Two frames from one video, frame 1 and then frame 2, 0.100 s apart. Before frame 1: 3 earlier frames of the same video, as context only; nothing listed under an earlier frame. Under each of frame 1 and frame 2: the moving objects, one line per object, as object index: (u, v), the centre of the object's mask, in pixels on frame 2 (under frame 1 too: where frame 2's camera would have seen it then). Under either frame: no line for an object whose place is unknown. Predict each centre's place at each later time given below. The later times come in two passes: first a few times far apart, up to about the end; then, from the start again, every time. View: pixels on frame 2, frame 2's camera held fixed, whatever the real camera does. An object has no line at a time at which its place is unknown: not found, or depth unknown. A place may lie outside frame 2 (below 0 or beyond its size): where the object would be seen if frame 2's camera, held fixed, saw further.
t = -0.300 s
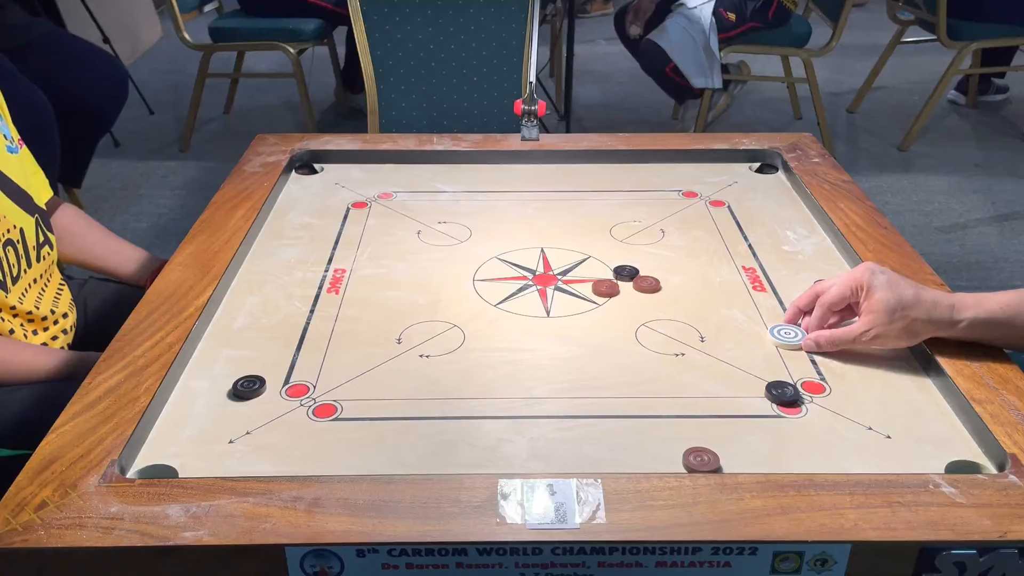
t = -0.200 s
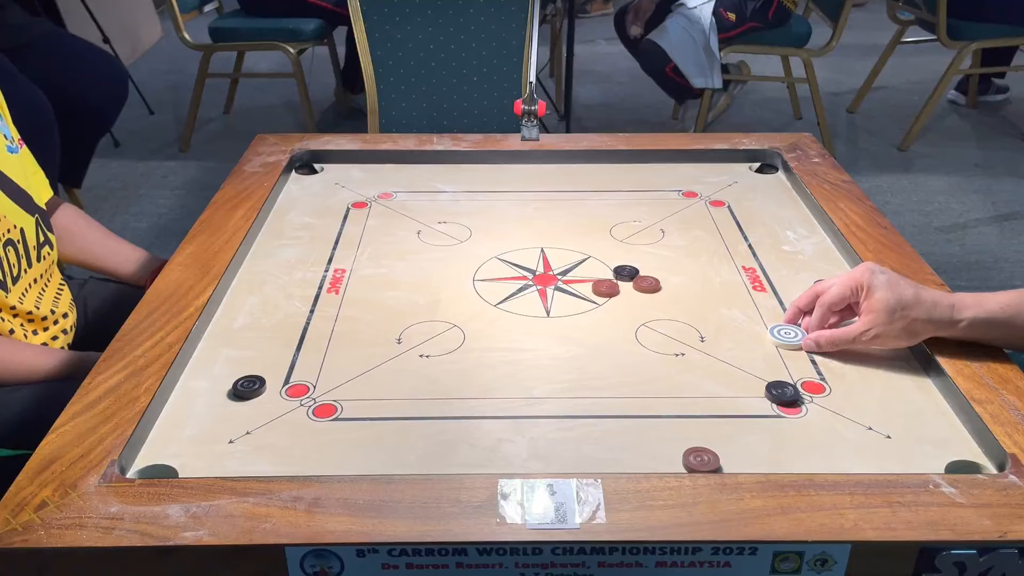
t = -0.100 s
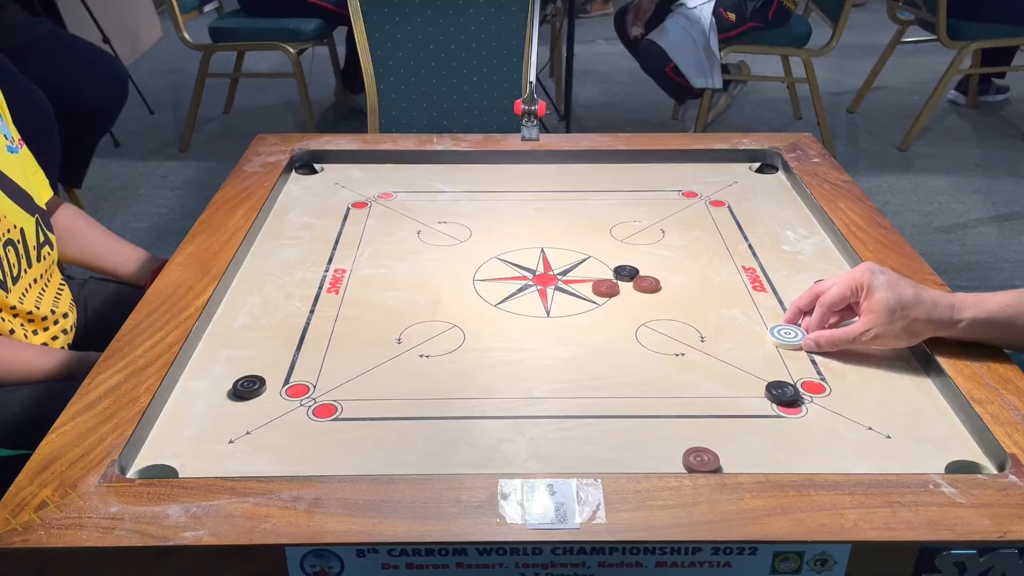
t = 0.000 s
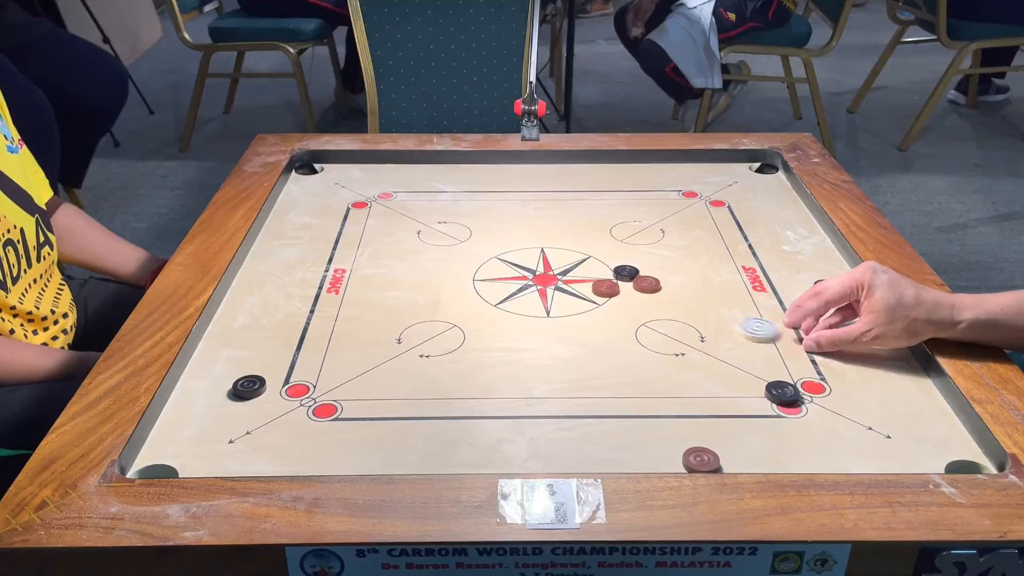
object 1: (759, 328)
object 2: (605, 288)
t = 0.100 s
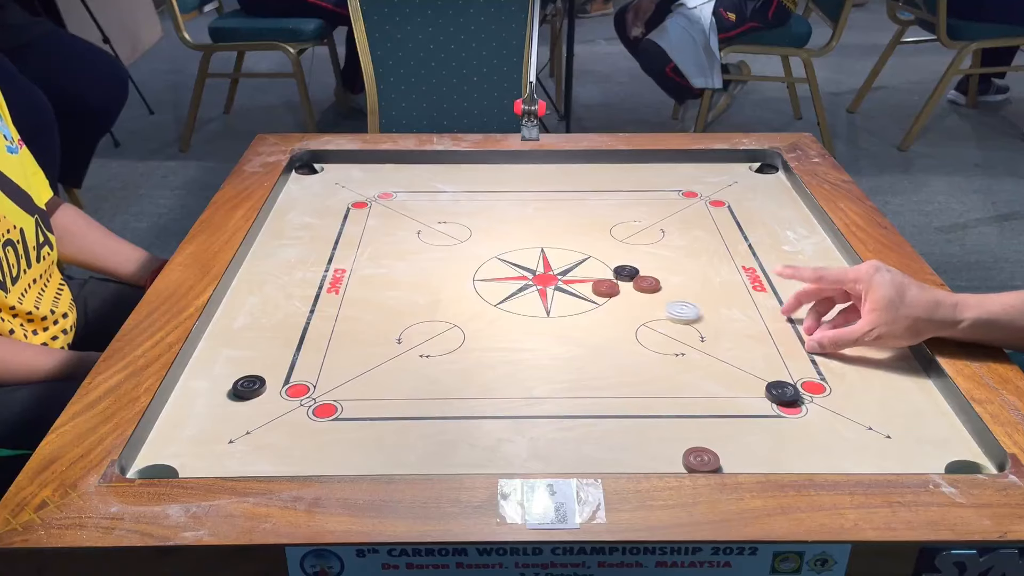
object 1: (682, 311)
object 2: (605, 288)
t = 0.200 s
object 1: (622, 297)
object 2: (593, 283)
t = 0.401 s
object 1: (560, 290)
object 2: (494, 242)
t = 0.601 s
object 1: (528, 287)
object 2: (426, 214)
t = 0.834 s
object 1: (524, 286)
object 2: (376, 194)
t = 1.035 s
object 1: (524, 286)
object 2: (355, 186)
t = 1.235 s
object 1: (524, 286)
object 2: (352, 185)
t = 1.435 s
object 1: (524, 286)
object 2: (352, 185)
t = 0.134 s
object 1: (660, 305)
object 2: (605, 288)
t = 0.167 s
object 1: (637, 300)
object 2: (605, 288)
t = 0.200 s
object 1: (622, 297)
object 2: (593, 283)
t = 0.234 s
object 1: (609, 296)
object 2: (575, 275)
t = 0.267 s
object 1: (598, 295)
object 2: (556, 267)
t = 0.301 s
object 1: (587, 294)
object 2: (539, 260)
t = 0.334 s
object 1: (578, 293)
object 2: (523, 254)
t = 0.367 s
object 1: (568, 291)
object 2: (508, 248)
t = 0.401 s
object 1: (560, 290)
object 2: (494, 242)
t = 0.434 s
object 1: (553, 289)
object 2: (481, 236)
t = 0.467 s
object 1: (546, 289)
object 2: (468, 231)
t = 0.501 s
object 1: (540, 288)
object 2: (457, 227)
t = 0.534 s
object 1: (536, 287)
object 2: (446, 222)
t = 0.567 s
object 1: (531, 287)
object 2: (436, 218)
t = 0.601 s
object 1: (528, 287)
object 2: (426, 214)
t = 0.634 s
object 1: (526, 287)
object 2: (417, 211)
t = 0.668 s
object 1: (525, 286)
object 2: (409, 207)
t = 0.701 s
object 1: (525, 286)
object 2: (401, 204)
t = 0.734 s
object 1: (524, 286)
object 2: (394, 201)
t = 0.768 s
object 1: (524, 286)
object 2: (387, 199)
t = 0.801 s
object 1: (524, 286)
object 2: (381, 197)
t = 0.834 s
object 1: (524, 286)
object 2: (376, 194)
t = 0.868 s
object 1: (524, 286)
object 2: (371, 192)
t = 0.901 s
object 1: (524, 286)
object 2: (366, 191)
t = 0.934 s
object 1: (524, 286)
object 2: (363, 189)
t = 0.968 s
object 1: (524, 286)
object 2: (359, 188)
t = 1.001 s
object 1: (524, 286)
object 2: (357, 187)
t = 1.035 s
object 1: (524, 286)
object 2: (355, 186)
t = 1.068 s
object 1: (524, 286)
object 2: (353, 186)
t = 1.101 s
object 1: (524, 286)
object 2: (352, 185)
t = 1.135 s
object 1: (524, 286)
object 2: (352, 185)
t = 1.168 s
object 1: (524, 286)
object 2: (352, 185)
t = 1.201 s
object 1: (524, 286)
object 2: (352, 185)
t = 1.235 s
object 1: (524, 286)
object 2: (352, 185)
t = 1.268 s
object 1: (524, 286)
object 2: (352, 185)
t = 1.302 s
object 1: (524, 286)
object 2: (352, 185)
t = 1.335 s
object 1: (524, 286)
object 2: (352, 185)
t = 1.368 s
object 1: (524, 286)
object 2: (352, 185)
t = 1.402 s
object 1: (524, 286)
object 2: (352, 185)
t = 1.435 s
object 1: (524, 286)
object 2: (352, 185)
